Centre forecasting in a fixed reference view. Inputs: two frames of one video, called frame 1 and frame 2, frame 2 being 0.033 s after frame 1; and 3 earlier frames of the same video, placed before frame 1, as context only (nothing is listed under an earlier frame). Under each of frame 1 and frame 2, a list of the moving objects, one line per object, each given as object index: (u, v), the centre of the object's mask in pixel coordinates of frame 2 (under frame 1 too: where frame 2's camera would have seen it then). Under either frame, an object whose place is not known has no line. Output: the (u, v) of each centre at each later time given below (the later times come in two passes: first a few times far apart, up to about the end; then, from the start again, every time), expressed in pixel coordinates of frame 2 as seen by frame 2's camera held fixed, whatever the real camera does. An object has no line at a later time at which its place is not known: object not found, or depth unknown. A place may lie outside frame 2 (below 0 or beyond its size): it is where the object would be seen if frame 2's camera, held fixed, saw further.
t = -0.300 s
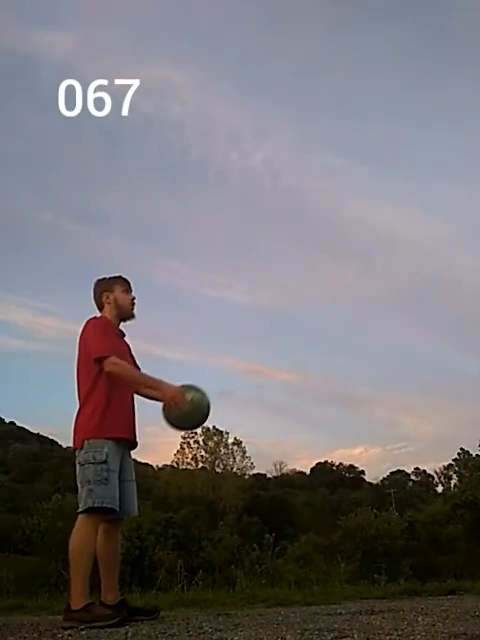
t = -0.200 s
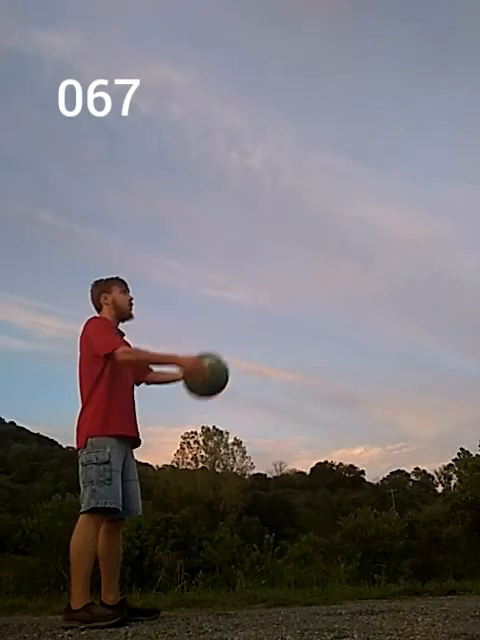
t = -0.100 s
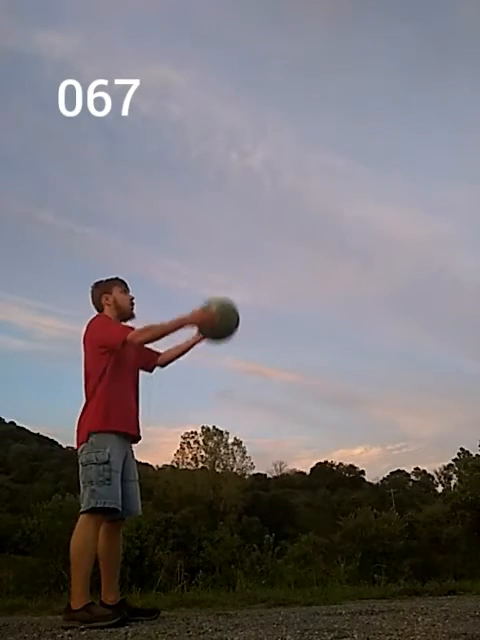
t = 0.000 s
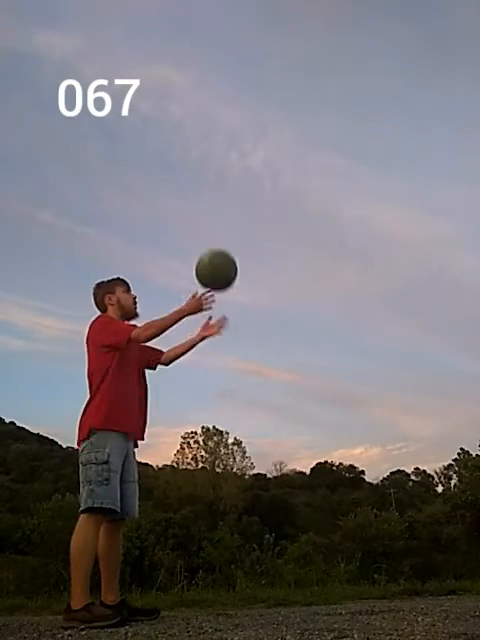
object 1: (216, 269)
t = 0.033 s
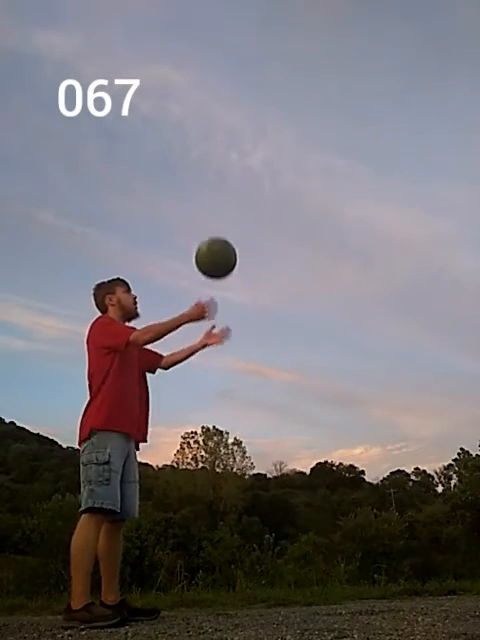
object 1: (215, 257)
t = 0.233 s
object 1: (215, 219)
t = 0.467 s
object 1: (217, 242)
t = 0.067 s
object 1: (215, 247)
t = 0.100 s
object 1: (215, 238)
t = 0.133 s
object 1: (215, 231)
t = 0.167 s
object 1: (215, 225)
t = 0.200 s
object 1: (215, 221)
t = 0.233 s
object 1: (215, 219)
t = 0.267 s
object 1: (215, 217)
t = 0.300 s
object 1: (215, 218)
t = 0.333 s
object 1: (215, 220)
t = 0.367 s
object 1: (216, 223)
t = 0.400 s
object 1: (216, 227)
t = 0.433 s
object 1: (216, 234)
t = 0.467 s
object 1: (217, 242)
